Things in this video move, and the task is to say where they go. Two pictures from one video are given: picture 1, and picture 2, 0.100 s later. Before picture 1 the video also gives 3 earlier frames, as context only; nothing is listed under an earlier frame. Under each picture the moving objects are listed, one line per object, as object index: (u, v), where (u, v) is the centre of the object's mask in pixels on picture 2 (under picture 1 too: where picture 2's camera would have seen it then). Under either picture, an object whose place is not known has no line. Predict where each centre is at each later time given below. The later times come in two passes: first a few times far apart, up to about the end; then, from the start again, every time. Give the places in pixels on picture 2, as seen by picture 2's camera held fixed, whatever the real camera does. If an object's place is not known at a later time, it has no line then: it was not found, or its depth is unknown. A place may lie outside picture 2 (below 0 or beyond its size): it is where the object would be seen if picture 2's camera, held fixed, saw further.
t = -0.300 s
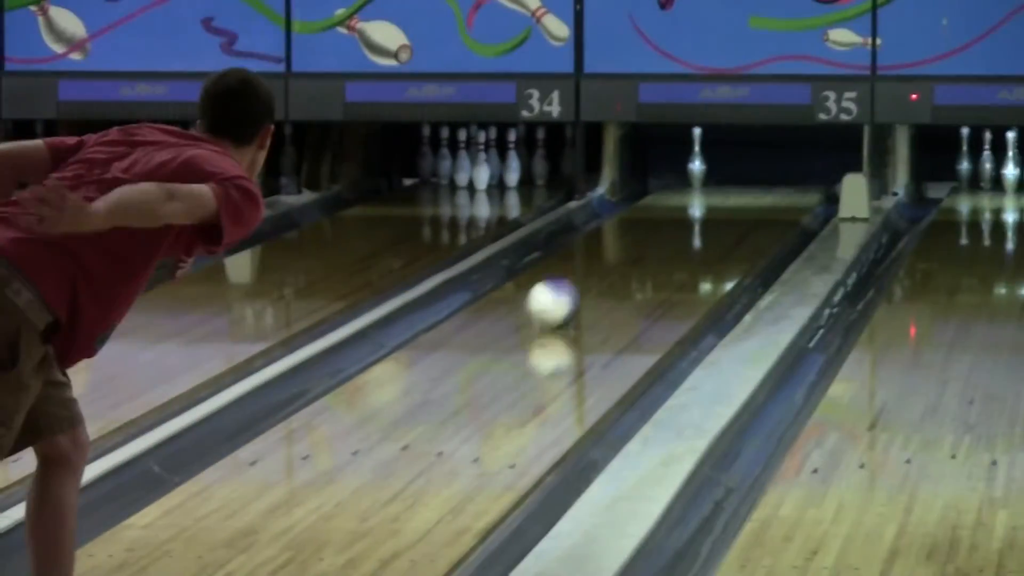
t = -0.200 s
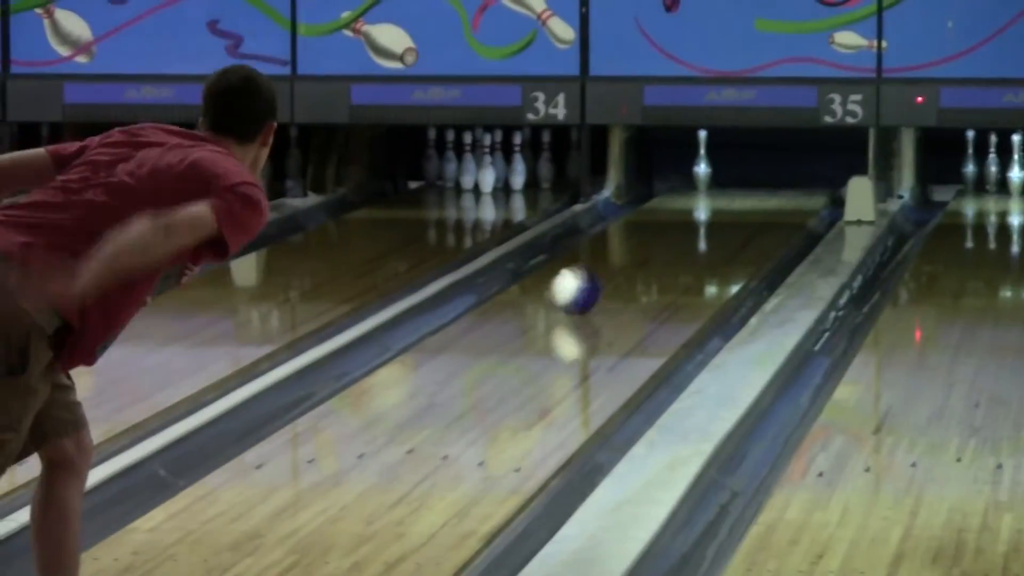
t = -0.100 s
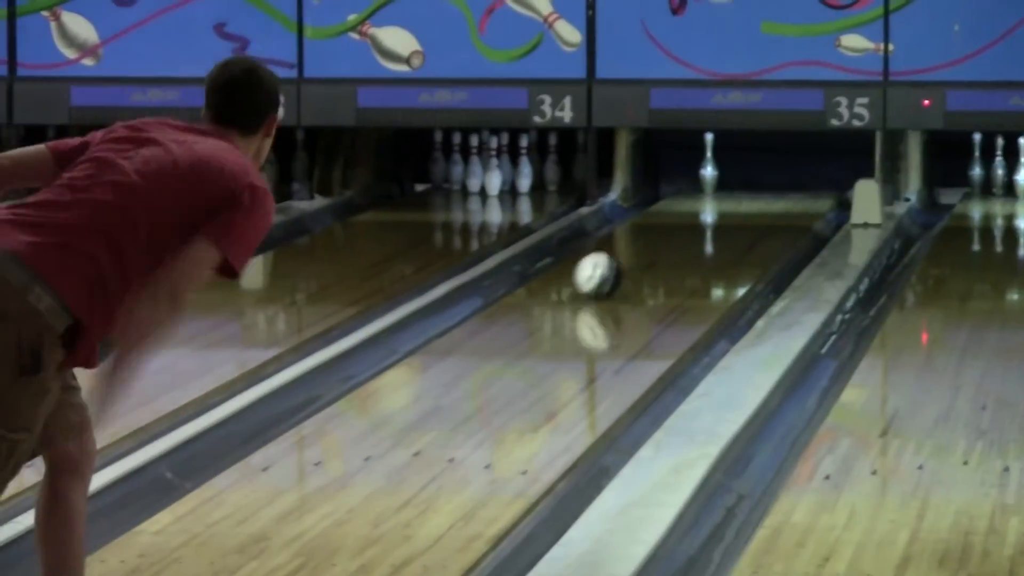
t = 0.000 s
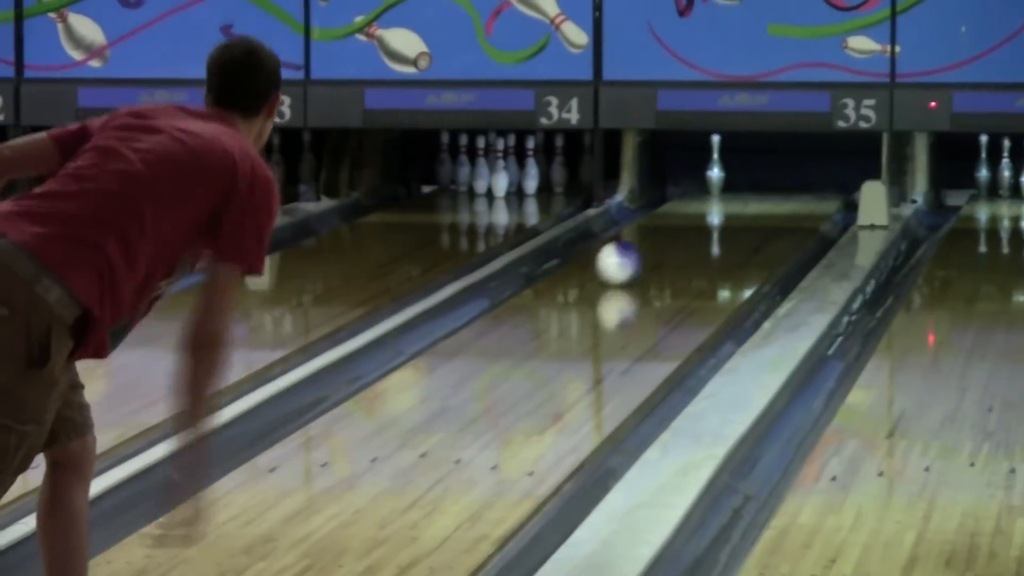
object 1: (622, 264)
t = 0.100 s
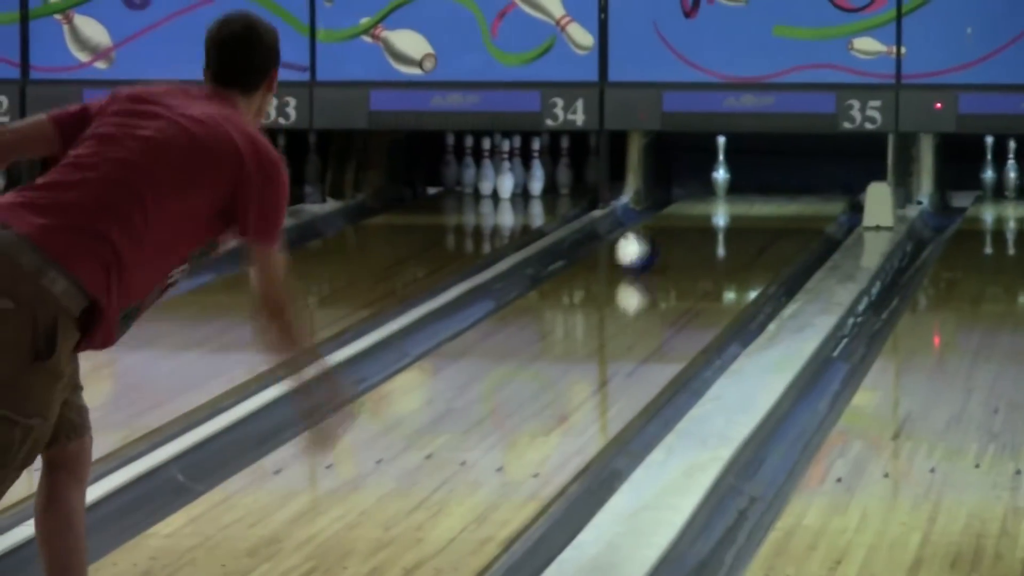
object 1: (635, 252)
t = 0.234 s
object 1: (653, 236)
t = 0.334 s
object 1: (665, 225)
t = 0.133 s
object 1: (641, 247)
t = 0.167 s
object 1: (645, 243)
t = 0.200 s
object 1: (649, 239)
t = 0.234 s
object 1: (653, 236)
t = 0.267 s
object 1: (657, 233)
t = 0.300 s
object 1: (662, 228)
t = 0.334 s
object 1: (665, 225)
